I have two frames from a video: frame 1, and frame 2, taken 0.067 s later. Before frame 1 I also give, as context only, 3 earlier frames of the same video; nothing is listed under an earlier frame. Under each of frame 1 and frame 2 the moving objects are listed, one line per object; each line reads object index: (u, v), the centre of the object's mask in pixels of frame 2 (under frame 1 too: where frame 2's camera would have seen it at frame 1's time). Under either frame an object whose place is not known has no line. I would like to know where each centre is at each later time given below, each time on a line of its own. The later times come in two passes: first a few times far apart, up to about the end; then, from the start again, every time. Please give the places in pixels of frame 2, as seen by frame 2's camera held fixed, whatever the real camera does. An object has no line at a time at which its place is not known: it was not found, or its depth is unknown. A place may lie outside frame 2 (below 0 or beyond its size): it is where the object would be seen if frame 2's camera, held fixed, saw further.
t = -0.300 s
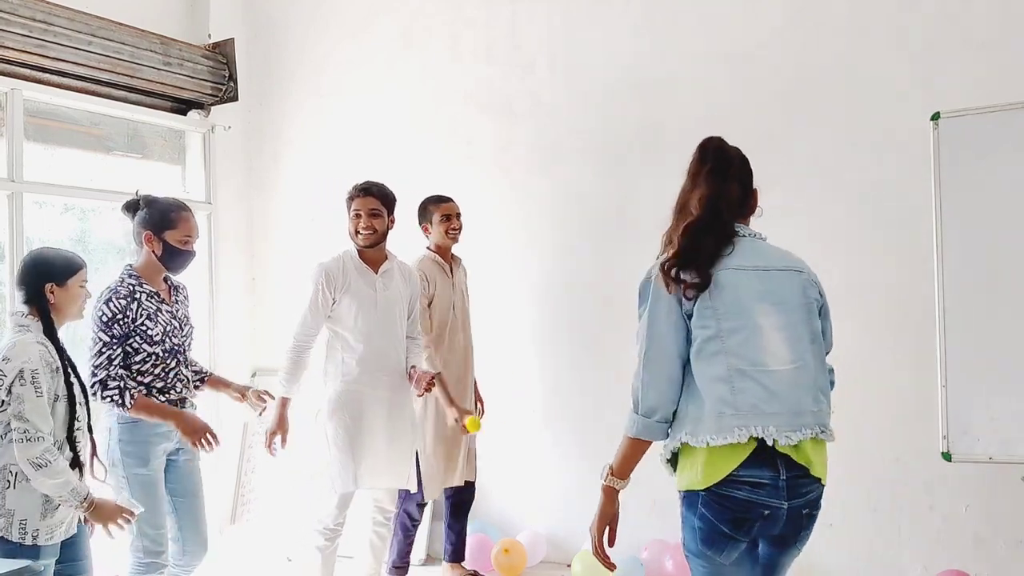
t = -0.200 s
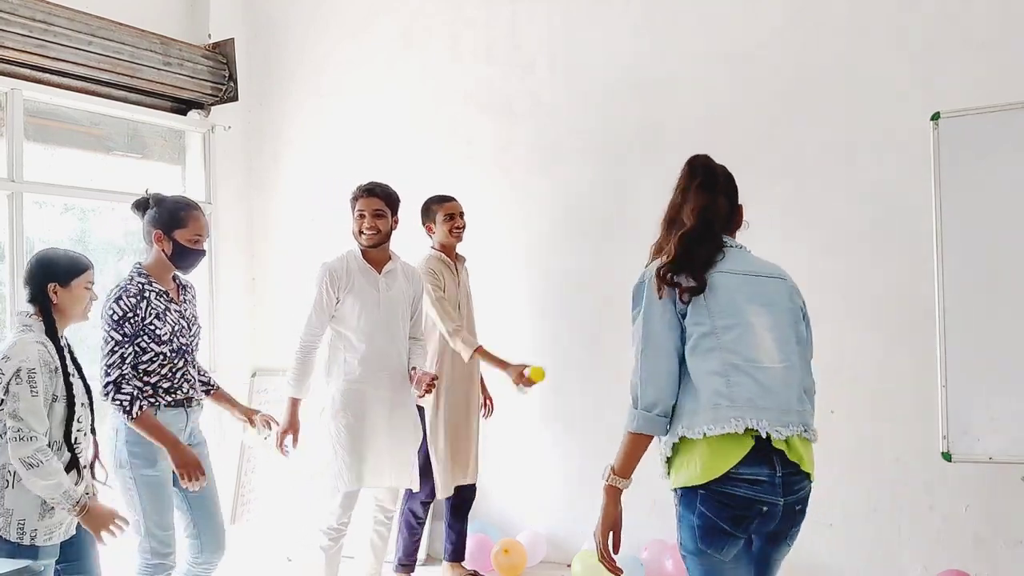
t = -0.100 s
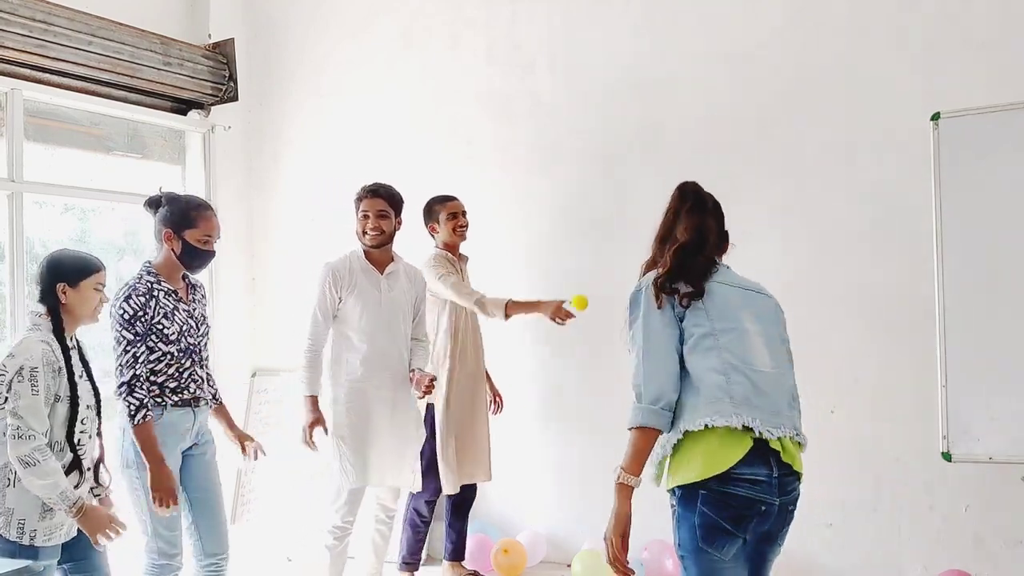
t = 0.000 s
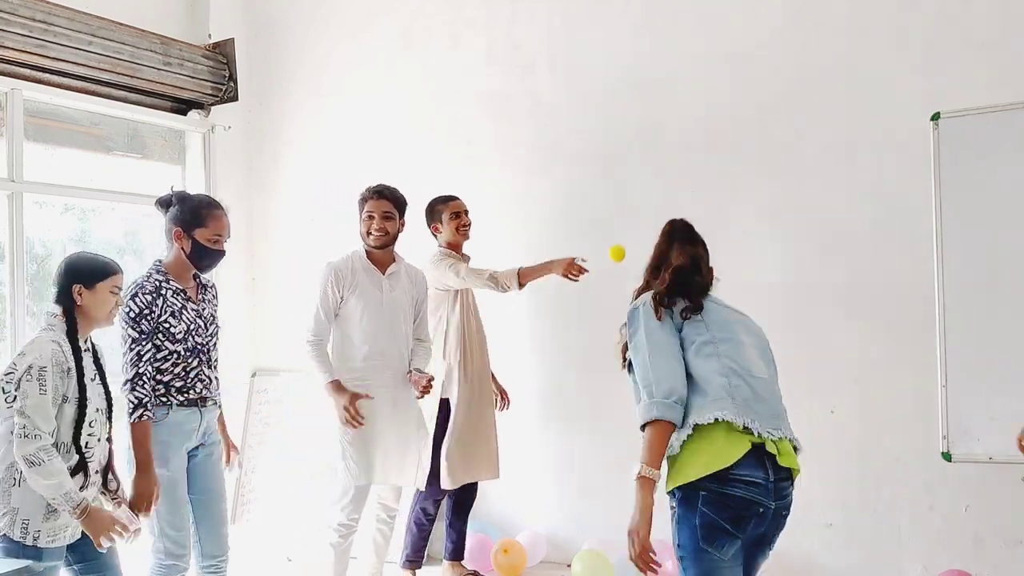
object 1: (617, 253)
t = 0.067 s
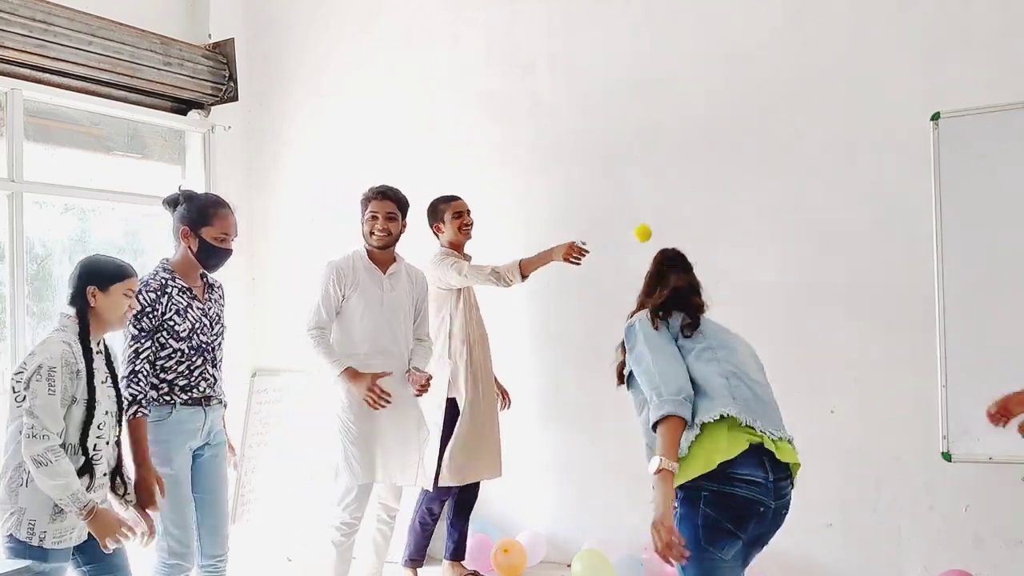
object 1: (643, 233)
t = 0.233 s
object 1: (712, 232)
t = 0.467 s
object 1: (821, 367)
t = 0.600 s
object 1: (889, 525)
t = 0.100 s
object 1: (656, 227)
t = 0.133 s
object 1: (669, 224)
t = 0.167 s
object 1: (683, 223)
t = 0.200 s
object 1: (698, 226)
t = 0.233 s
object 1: (712, 232)
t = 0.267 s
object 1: (726, 241)
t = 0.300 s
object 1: (741, 254)
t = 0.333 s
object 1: (757, 269)
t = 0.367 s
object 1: (772, 288)
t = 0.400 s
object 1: (788, 311)
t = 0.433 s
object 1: (804, 337)
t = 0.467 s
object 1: (821, 367)
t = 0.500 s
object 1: (837, 401)
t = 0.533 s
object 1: (855, 438)
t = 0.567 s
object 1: (872, 479)
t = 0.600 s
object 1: (889, 525)
